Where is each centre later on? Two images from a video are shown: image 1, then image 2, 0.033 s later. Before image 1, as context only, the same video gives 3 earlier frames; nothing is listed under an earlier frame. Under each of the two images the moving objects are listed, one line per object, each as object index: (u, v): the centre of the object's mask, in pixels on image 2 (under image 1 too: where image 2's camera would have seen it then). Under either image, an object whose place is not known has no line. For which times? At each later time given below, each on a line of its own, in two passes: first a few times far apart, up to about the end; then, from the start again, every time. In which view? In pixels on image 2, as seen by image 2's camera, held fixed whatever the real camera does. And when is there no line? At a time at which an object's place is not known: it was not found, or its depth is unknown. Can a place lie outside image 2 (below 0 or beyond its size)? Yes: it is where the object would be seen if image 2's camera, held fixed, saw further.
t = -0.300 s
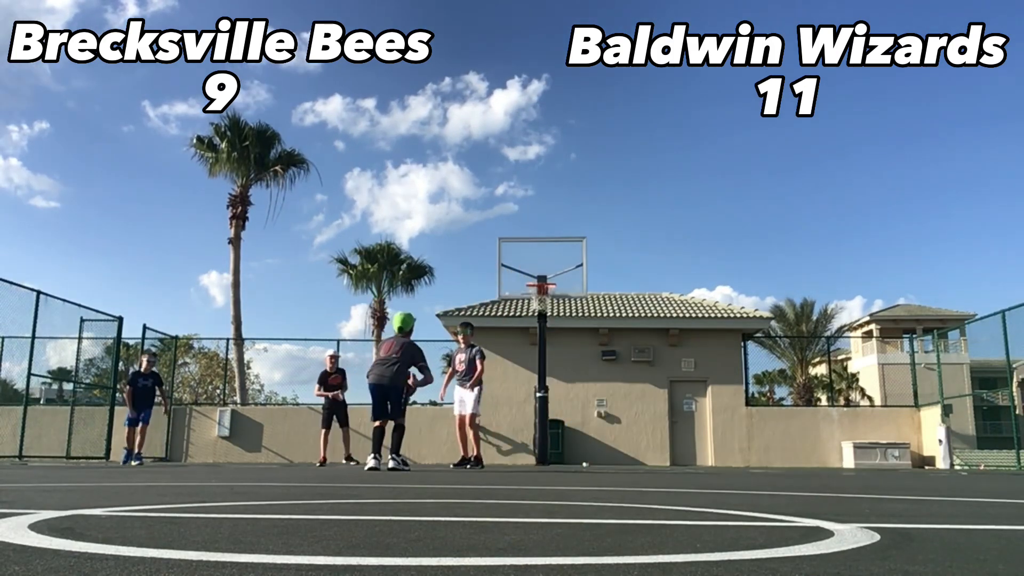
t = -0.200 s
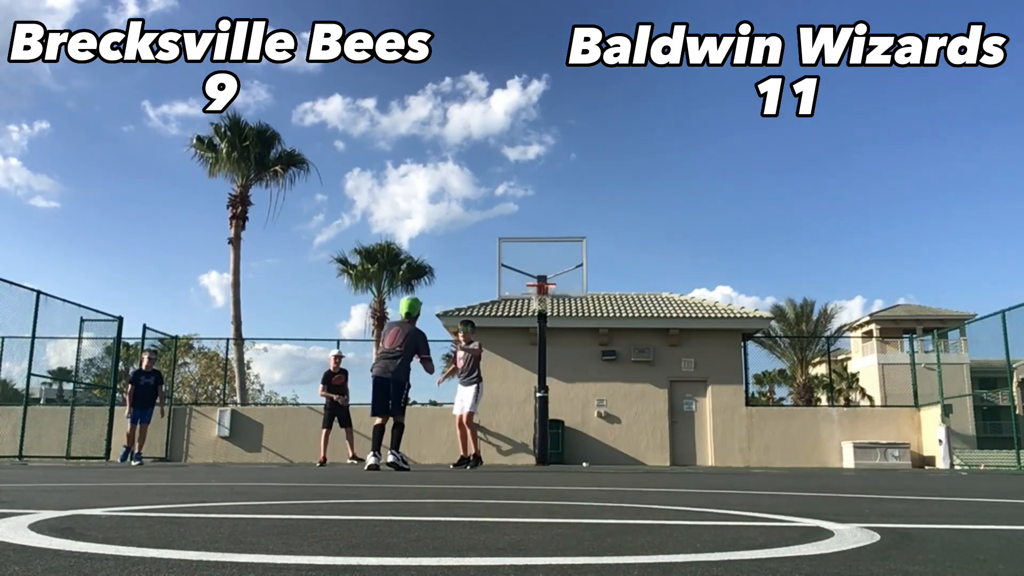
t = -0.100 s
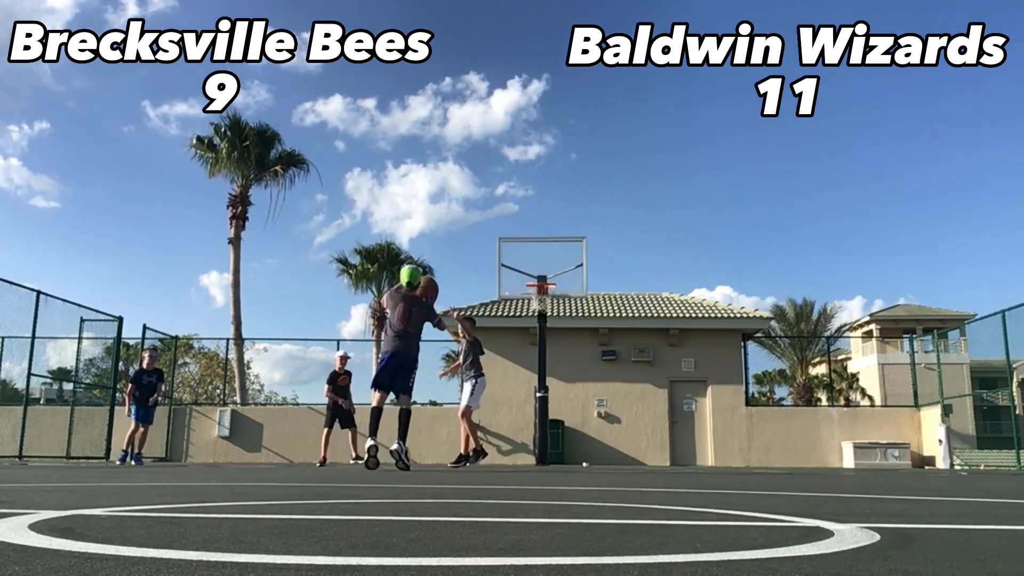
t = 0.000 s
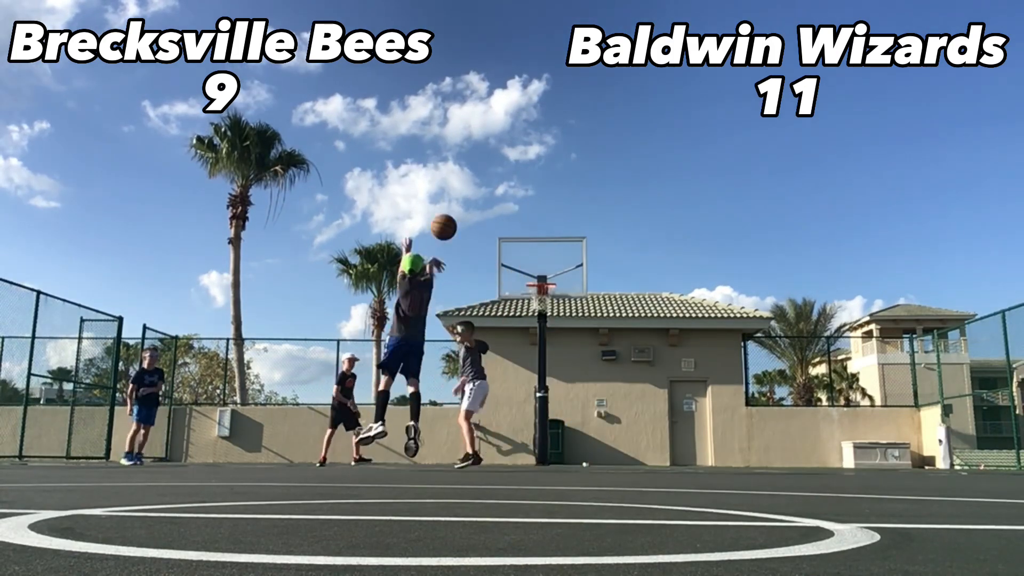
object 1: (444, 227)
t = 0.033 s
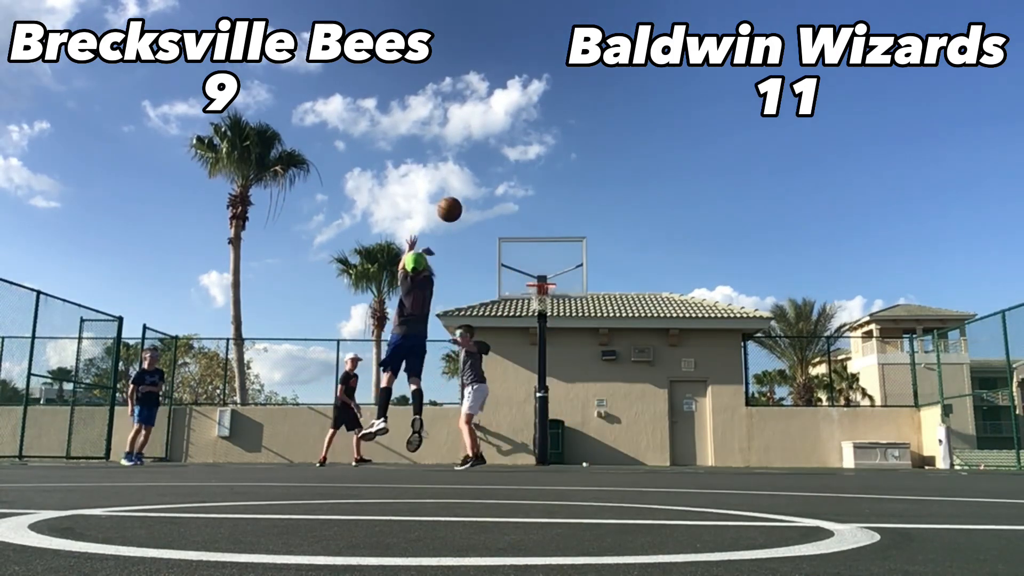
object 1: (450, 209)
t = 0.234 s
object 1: (479, 141)
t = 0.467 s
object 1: (504, 117)
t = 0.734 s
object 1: (525, 140)
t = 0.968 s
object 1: (541, 190)
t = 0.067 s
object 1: (455, 194)
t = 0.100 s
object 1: (460, 180)
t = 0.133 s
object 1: (465, 168)
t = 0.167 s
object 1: (470, 157)
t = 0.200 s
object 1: (474, 148)
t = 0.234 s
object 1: (479, 141)
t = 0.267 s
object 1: (482, 134)
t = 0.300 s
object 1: (487, 129)
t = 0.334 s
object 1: (490, 125)
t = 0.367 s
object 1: (494, 121)
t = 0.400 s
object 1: (497, 119)
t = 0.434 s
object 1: (501, 118)
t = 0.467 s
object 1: (504, 117)
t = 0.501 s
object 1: (507, 118)
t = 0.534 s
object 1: (510, 119)
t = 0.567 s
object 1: (513, 121)
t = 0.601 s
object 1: (515, 124)
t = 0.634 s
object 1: (518, 127)
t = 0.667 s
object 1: (521, 131)
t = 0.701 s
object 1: (523, 135)
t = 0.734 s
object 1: (525, 140)
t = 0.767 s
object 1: (528, 146)
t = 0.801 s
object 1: (530, 152)
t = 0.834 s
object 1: (533, 159)
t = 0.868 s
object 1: (535, 166)
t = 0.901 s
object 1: (537, 173)
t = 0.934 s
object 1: (539, 181)
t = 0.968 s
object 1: (541, 190)
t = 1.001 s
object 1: (543, 199)
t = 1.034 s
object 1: (545, 209)
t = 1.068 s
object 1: (546, 218)
